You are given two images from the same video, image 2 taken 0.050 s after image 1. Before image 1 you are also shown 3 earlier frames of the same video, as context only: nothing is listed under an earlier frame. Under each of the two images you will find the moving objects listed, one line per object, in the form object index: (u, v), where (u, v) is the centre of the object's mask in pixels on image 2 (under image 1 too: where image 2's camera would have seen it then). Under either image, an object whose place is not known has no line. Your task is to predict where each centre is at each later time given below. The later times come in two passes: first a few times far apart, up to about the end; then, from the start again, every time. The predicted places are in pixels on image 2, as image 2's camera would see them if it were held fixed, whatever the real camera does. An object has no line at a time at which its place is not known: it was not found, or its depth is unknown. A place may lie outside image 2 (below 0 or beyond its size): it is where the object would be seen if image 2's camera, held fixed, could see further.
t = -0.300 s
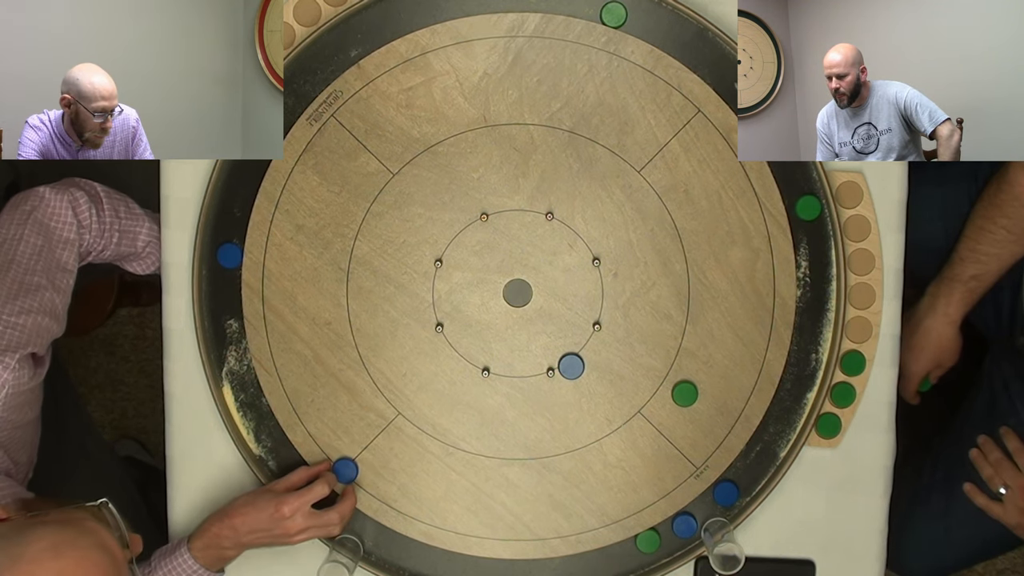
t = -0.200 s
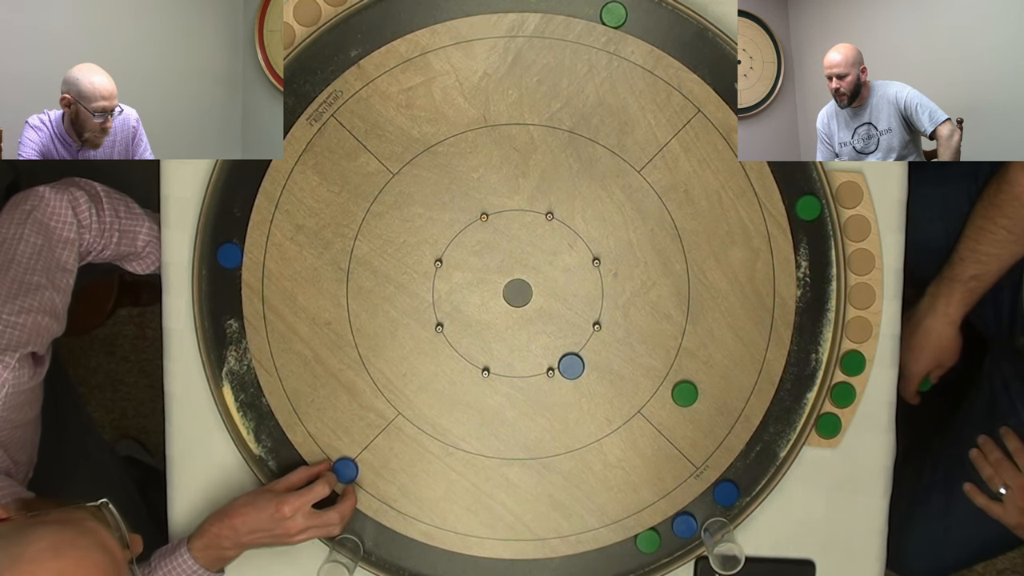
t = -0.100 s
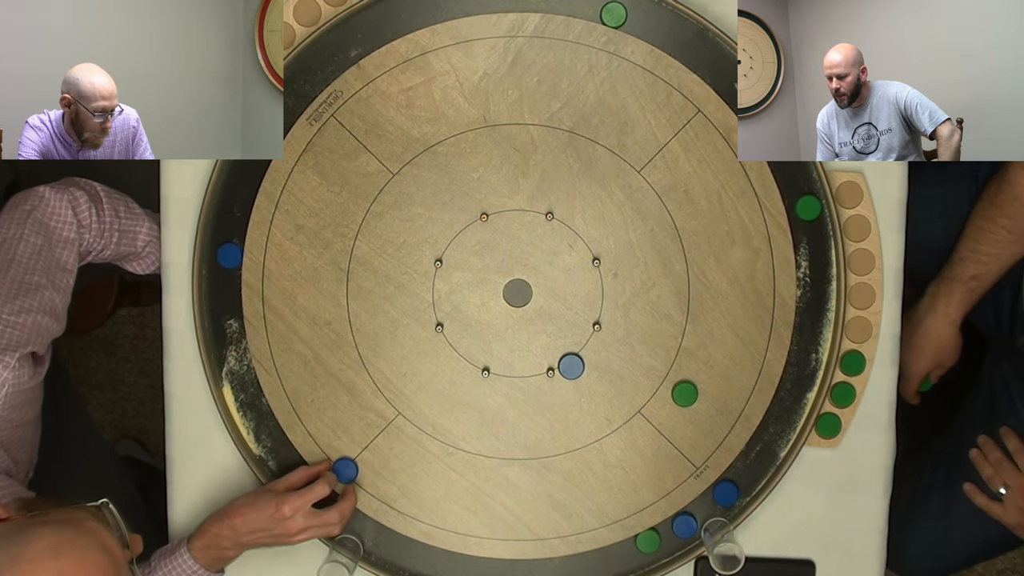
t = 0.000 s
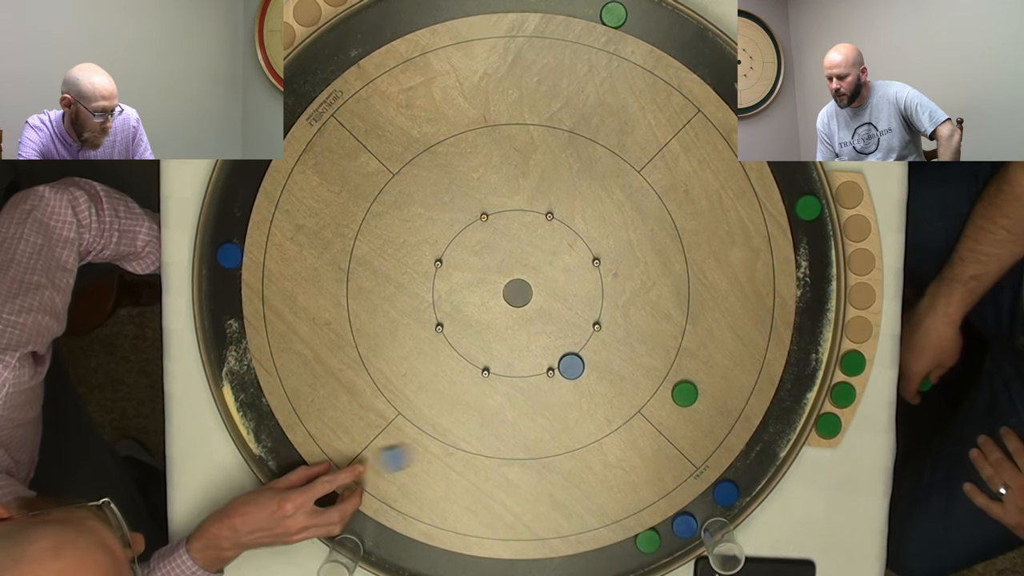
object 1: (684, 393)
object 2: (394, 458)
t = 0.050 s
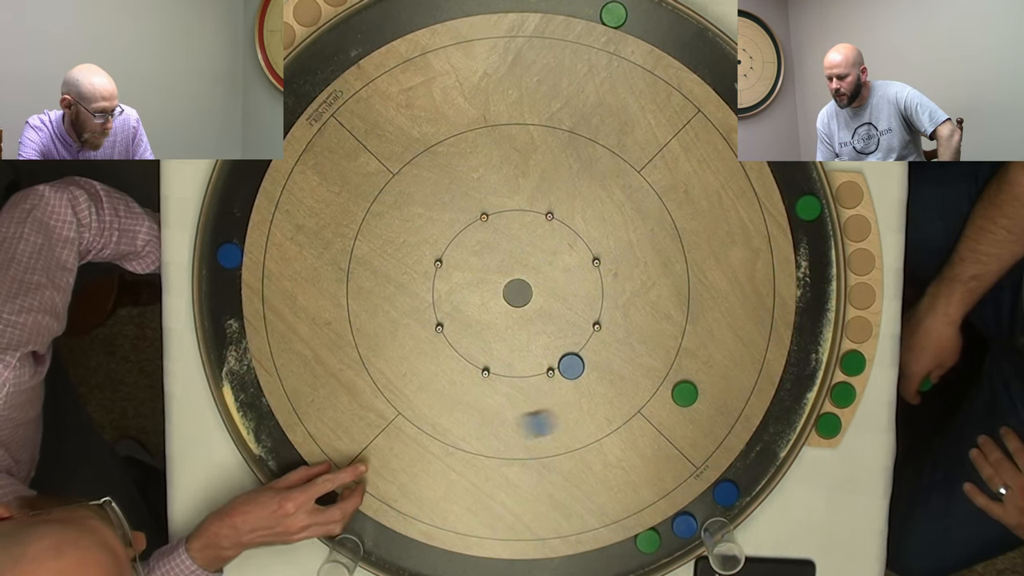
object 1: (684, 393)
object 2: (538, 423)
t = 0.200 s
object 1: (817, 350)
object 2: (712, 352)
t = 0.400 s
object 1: (816, 262)
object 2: (788, 287)
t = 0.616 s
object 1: (813, 222)
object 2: (812, 259)
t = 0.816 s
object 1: (813, 209)
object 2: (815, 256)
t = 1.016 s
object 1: (813, 209)
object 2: (815, 256)
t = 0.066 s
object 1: (684, 393)
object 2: (585, 412)
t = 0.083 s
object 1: (684, 393)
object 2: (632, 401)
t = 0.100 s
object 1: (704, 390)
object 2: (662, 392)
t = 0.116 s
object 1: (746, 386)
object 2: (671, 385)
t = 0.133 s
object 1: (787, 382)
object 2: (680, 378)
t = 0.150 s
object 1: (804, 373)
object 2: (688, 372)
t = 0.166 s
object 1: (806, 363)
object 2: (697, 364)
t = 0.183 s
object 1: (817, 355)
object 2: (705, 358)
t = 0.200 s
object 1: (817, 350)
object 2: (712, 352)
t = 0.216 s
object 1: (814, 340)
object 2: (720, 345)
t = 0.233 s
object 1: (811, 330)
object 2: (728, 339)
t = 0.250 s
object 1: (810, 321)
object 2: (735, 333)
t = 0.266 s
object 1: (809, 313)
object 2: (742, 327)
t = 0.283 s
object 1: (810, 306)
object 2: (749, 321)
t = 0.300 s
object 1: (813, 299)
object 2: (755, 316)
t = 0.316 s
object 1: (817, 291)
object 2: (761, 311)
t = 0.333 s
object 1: (821, 285)
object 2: (767, 306)
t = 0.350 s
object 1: (825, 279)
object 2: (773, 301)
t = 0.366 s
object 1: (822, 273)
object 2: (778, 296)
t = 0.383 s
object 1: (820, 267)
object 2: (783, 291)
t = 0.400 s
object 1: (816, 262)
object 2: (788, 287)
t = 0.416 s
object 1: (812, 256)
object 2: (793, 283)
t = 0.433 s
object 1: (809, 251)
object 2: (797, 279)
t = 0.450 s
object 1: (806, 246)
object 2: (800, 276)
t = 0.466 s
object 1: (807, 241)
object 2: (804, 273)
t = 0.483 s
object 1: (809, 237)
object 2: (807, 270)
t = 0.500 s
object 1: (810, 235)
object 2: (811, 266)
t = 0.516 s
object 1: (811, 234)
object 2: (815, 263)
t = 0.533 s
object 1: (812, 233)
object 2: (819, 259)
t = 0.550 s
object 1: (812, 231)
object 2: (822, 259)
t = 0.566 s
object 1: (812, 229)
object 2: (820, 259)
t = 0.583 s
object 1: (813, 226)
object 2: (818, 259)
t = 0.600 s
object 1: (813, 224)
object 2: (815, 259)
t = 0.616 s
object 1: (813, 222)
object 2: (812, 259)
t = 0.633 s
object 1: (814, 220)
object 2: (808, 258)
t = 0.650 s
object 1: (814, 218)
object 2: (808, 258)
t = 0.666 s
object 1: (814, 216)
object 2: (809, 258)
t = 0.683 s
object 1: (814, 215)
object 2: (810, 257)
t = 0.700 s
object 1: (814, 214)
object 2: (810, 257)
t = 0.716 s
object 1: (814, 213)
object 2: (812, 257)
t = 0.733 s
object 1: (814, 212)
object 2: (813, 256)
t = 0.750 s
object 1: (814, 211)
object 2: (814, 256)
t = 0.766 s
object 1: (814, 211)
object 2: (814, 256)
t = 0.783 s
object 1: (814, 210)
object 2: (814, 256)
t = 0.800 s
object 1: (814, 210)
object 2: (815, 256)
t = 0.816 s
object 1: (813, 209)
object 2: (815, 256)
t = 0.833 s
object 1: (814, 209)
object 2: (815, 256)
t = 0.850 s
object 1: (814, 209)
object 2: (815, 256)
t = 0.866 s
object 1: (814, 209)
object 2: (815, 256)
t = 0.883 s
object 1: (813, 209)
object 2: (815, 256)
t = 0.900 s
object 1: (813, 209)
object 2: (815, 256)
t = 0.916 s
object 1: (813, 209)
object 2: (815, 256)
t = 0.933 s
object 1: (813, 209)
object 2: (815, 256)
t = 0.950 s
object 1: (813, 209)
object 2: (815, 256)
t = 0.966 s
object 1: (813, 209)
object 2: (815, 256)
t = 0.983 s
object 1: (813, 209)
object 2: (815, 256)
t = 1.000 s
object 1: (813, 209)
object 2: (815, 256)
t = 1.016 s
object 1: (813, 209)
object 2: (815, 256)
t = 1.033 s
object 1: (813, 209)
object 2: (815, 256)
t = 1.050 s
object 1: (813, 209)
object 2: (815, 256)
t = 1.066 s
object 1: (813, 209)
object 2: (815, 256)
